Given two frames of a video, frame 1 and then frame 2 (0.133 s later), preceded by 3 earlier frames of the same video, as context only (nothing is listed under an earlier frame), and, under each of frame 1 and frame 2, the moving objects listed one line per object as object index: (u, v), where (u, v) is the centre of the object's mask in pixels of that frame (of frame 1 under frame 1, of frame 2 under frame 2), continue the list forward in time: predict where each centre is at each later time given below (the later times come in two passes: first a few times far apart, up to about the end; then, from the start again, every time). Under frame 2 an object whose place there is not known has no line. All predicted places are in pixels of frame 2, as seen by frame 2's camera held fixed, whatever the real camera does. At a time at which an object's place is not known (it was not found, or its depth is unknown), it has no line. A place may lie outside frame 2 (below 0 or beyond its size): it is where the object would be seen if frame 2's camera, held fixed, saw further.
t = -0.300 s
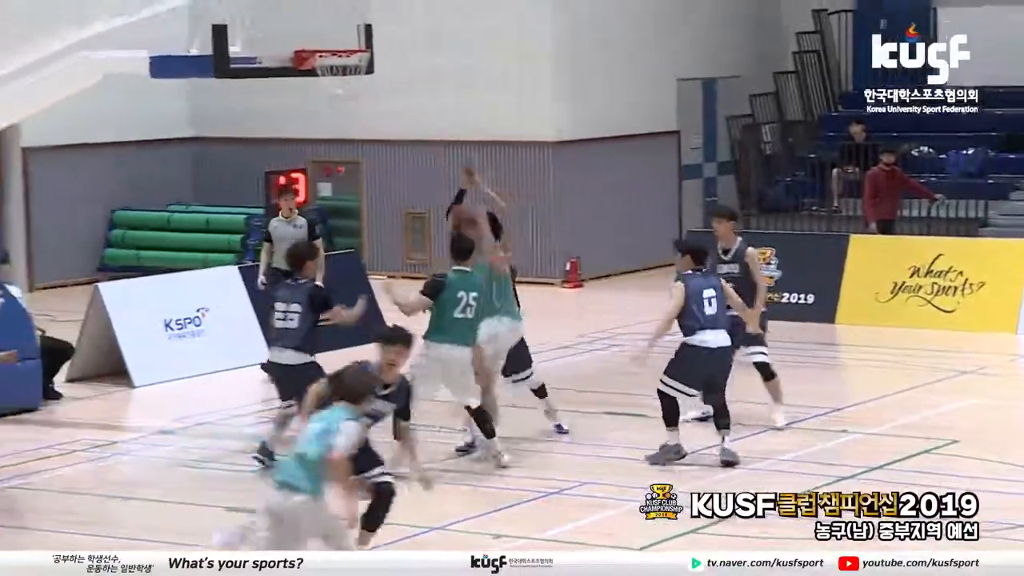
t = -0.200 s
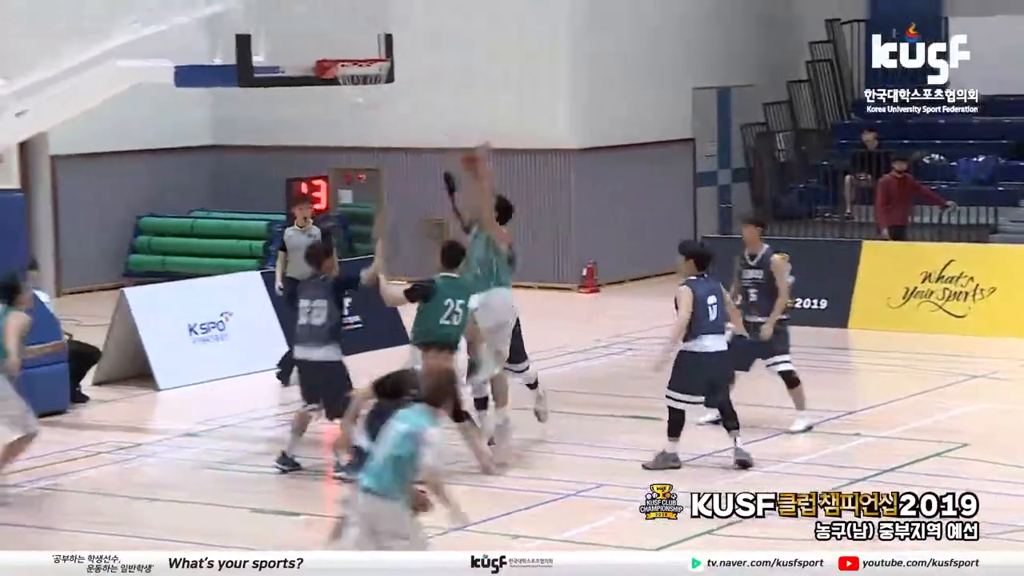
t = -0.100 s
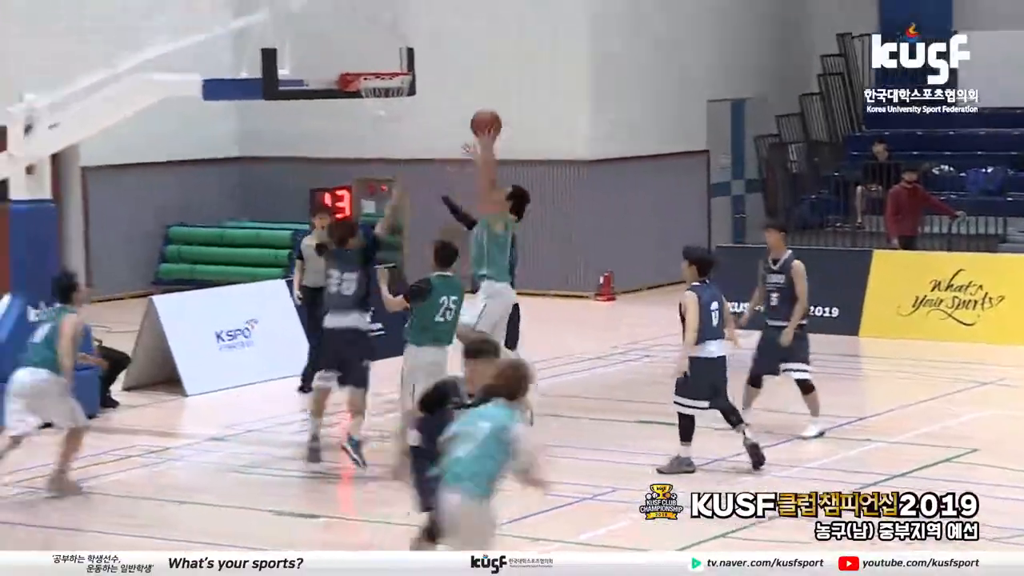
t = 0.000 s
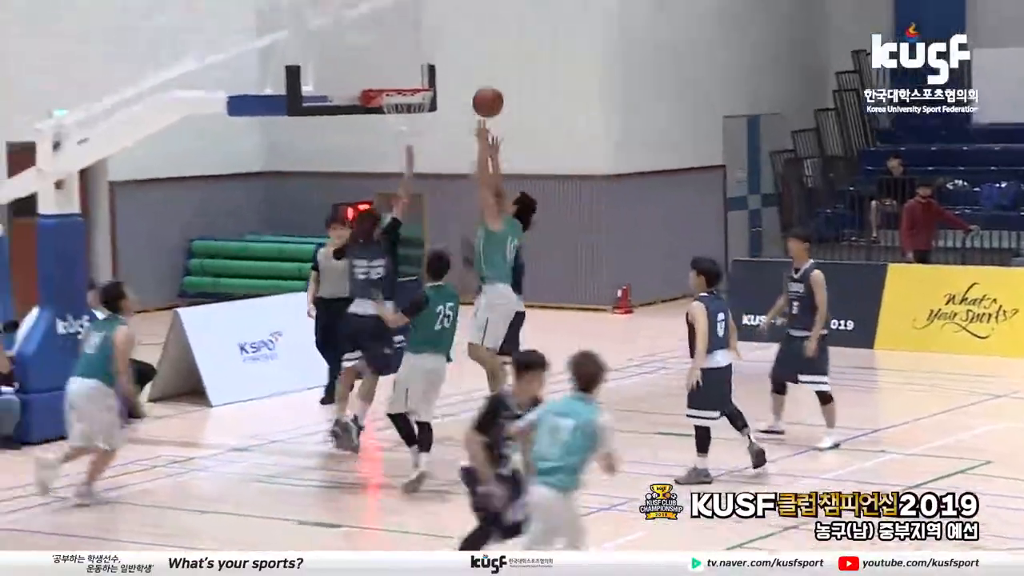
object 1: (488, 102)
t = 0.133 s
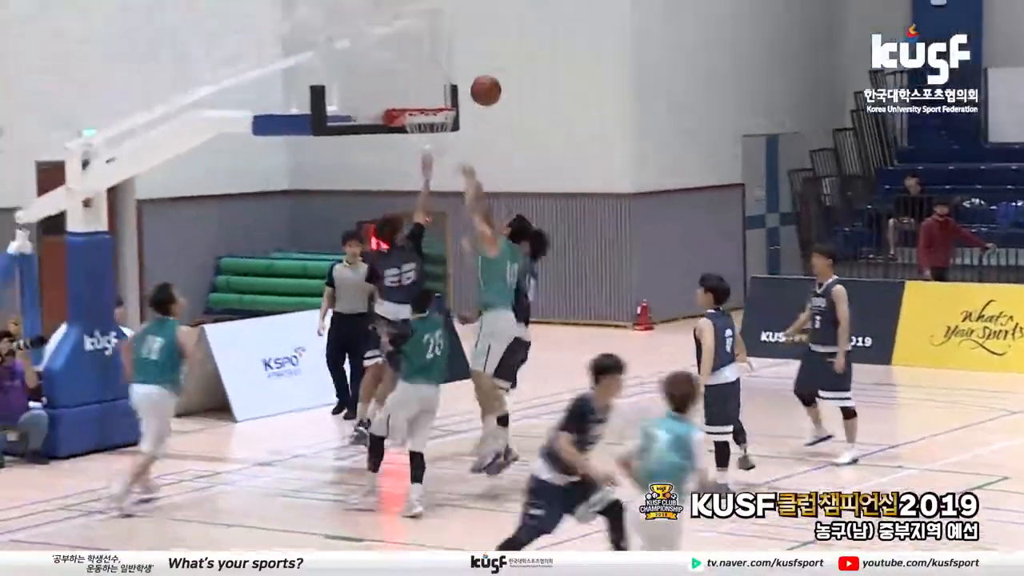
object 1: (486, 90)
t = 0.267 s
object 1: (463, 81)
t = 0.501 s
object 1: (436, 87)
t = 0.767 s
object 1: (423, 95)
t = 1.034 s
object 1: (419, 125)
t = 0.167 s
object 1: (480, 86)
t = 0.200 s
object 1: (475, 83)
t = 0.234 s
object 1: (468, 82)
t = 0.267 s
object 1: (463, 81)
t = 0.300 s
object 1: (458, 82)
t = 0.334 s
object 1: (453, 84)
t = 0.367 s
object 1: (448, 88)
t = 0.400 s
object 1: (443, 94)
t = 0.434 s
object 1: (440, 90)
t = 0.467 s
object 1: (439, 88)
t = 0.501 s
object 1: (436, 87)
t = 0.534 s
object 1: (435, 87)
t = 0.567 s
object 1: (433, 89)
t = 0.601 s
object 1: (432, 92)
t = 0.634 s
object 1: (429, 93)
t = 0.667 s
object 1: (428, 92)
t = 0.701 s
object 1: (426, 93)
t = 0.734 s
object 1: (424, 94)
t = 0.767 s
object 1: (423, 95)
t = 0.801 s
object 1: (422, 96)
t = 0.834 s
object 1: (421, 97)
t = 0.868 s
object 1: (420, 99)
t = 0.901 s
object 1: (420, 100)
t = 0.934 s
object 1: (420, 103)
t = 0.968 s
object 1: (420, 106)
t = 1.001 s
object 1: (419, 124)
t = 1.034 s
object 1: (419, 125)
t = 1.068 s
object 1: (420, 140)
